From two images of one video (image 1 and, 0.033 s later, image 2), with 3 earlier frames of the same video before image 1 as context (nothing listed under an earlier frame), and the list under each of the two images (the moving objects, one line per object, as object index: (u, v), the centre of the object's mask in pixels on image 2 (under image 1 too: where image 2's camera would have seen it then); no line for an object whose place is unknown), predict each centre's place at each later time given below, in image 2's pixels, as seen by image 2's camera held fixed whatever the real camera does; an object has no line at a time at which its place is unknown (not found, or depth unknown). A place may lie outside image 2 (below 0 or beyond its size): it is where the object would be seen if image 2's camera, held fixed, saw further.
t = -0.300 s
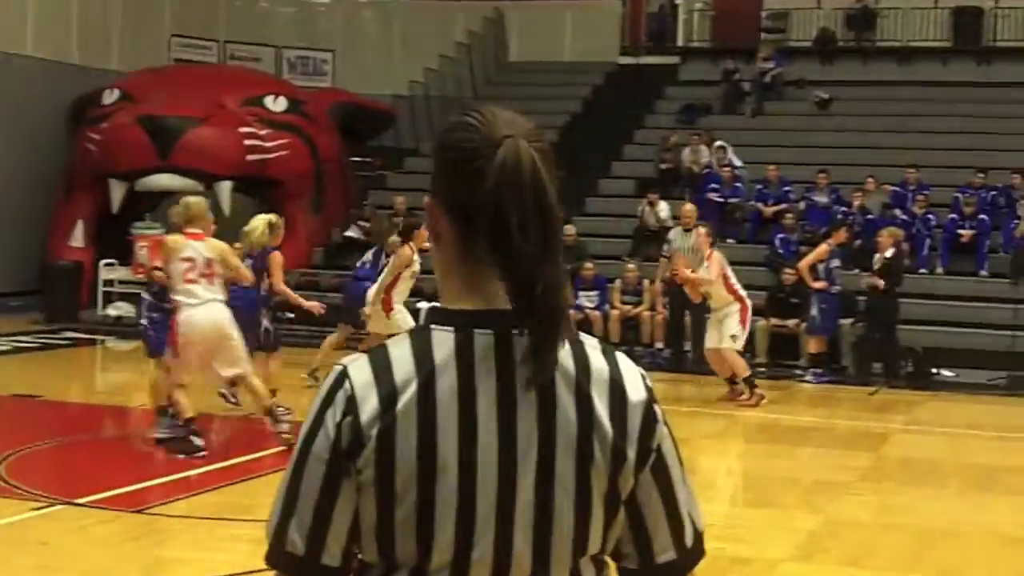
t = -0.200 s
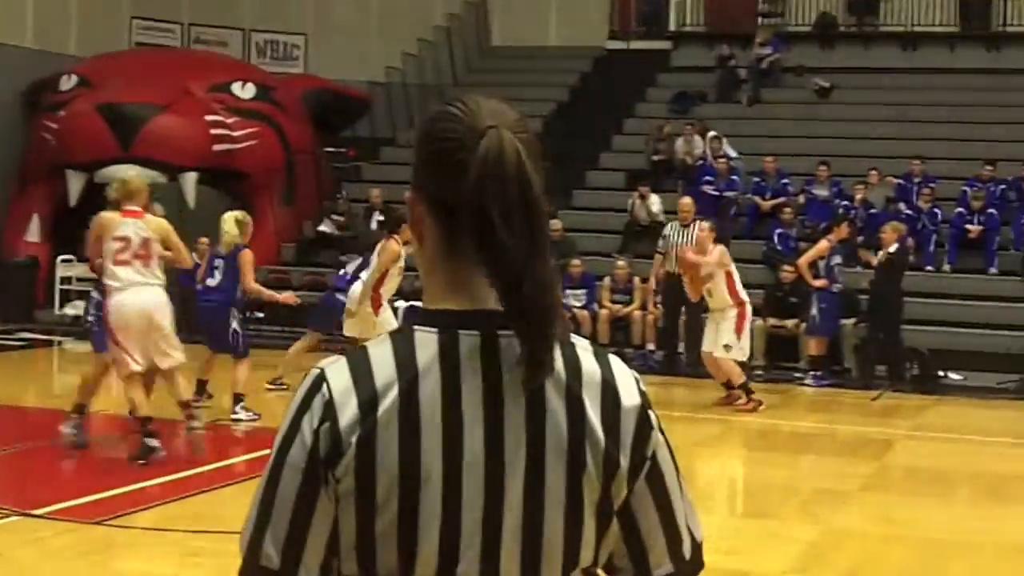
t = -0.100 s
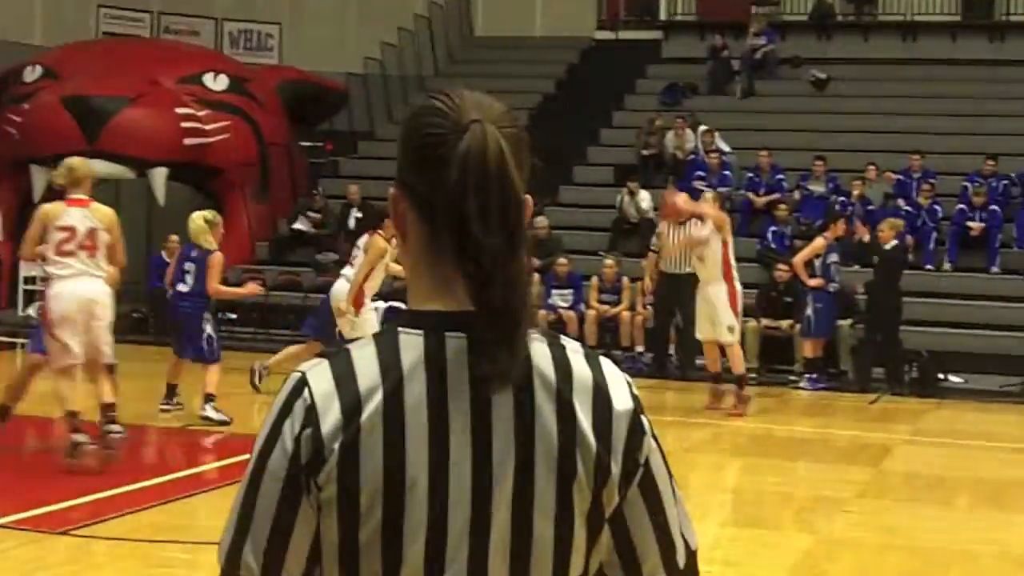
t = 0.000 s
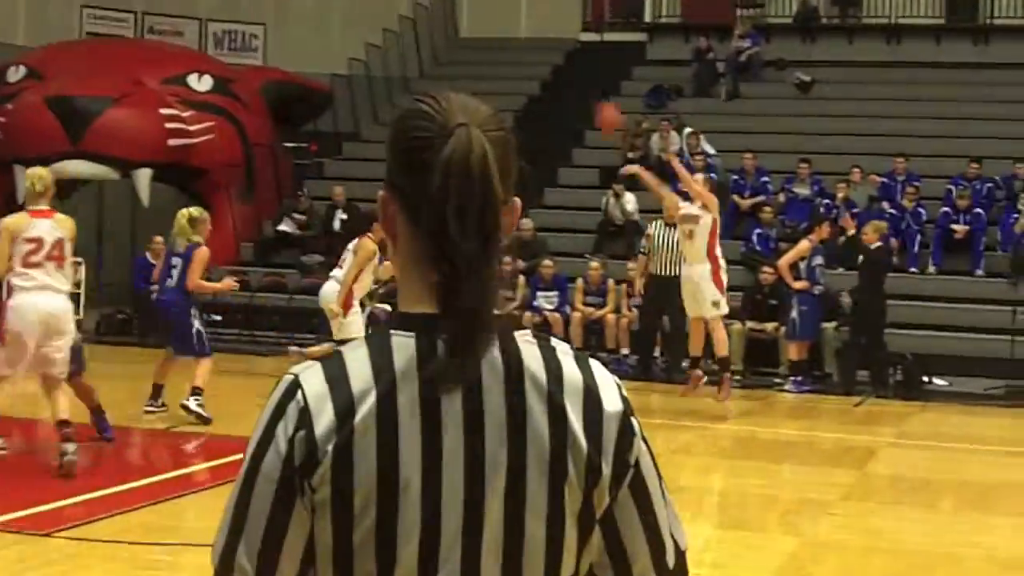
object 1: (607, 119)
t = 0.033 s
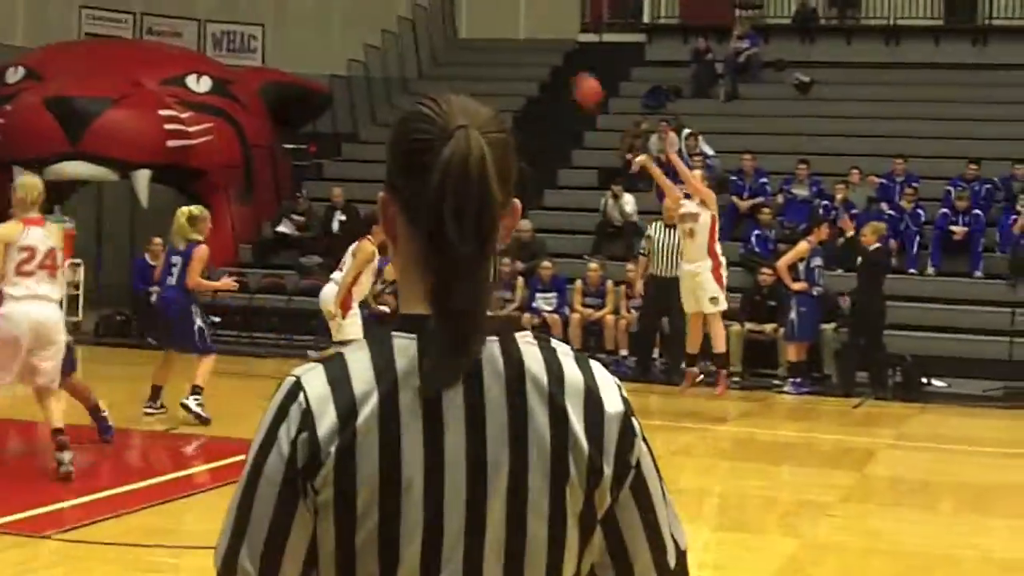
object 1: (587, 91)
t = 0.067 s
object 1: (568, 62)
